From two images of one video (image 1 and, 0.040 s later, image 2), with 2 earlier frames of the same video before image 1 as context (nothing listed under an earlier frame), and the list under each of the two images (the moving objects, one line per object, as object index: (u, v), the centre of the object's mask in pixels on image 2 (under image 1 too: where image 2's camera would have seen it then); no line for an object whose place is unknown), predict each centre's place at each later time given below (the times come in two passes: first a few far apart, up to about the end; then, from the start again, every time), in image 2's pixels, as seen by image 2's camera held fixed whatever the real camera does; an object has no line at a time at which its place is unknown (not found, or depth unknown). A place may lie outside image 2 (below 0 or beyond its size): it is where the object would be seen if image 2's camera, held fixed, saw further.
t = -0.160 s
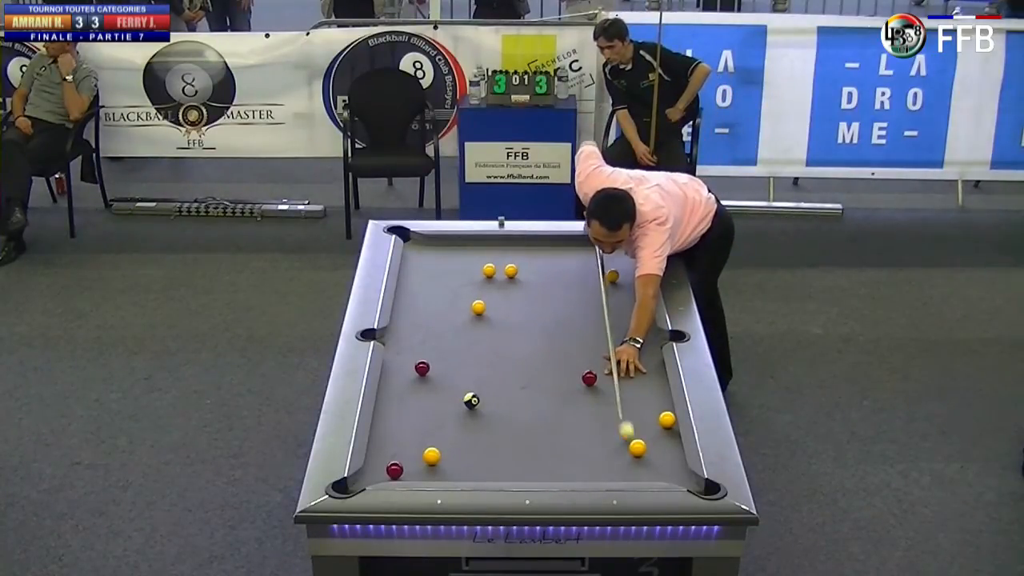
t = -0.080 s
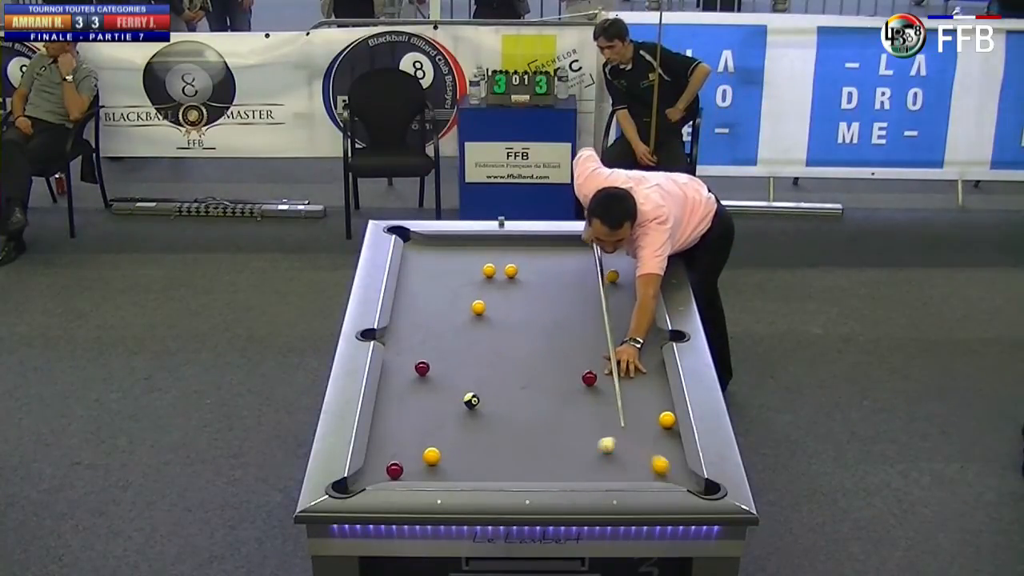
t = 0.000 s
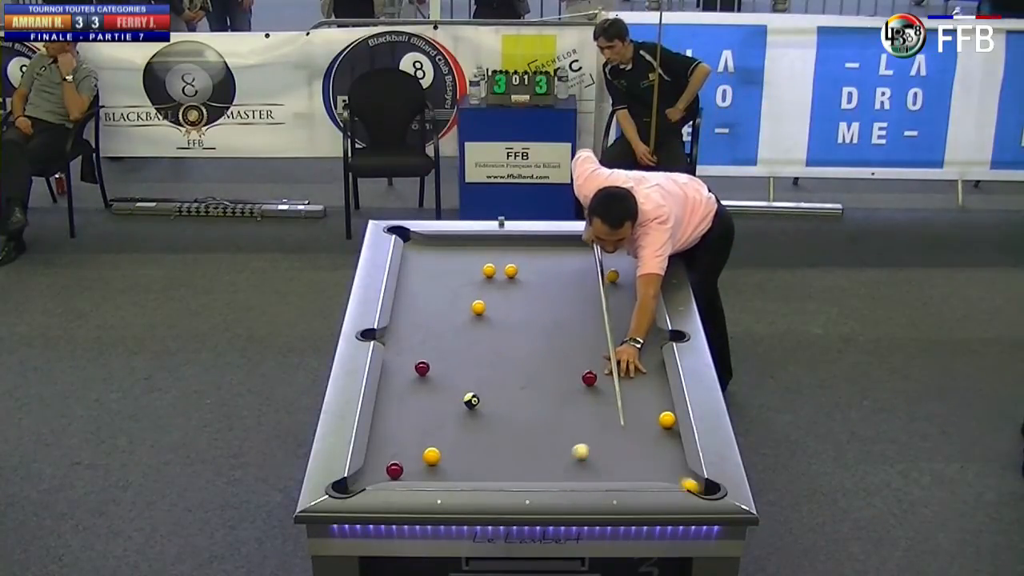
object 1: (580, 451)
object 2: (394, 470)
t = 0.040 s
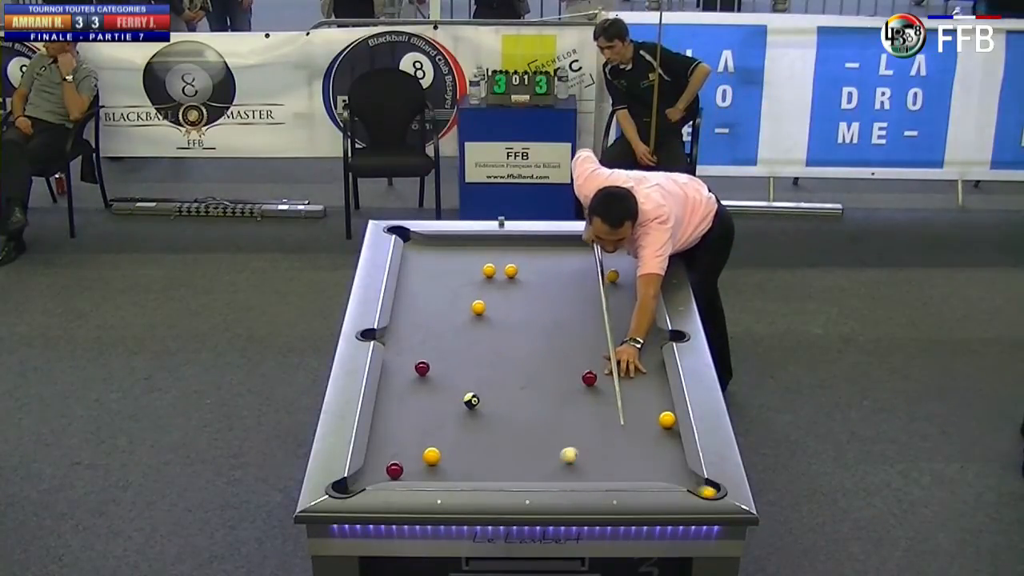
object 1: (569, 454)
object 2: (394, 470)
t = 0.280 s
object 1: (498, 475)
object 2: (394, 470)
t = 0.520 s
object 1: (420, 470)
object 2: (394, 470)
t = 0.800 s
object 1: (399, 450)
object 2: (375, 478)
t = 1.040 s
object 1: (384, 435)
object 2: (379, 475)
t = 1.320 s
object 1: (385, 417)
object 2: (380, 467)
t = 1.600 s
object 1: (396, 401)
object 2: (380, 461)
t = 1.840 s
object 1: (405, 389)
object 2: (381, 456)
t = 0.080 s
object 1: (557, 458)
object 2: (394, 470)
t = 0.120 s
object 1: (545, 462)
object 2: (394, 470)
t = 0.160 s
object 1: (533, 465)
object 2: (394, 470)
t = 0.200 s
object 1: (521, 469)
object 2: (394, 470)
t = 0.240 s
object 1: (509, 472)
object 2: (394, 470)
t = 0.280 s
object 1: (498, 475)
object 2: (394, 470)
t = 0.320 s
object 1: (486, 477)
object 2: (394, 470)
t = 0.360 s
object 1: (472, 477)
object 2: (394, 470)
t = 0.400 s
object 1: (459, 475)
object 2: (394, 470)
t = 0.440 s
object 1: (445, 473)
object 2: (394, 470)
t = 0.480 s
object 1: (433, 472)
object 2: (394, 470)
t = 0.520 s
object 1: (420, 470)
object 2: (394, 470)
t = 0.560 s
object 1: (412, 468)
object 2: (391, 470)
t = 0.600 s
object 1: (411, 465)
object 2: (381, 471)
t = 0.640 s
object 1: (409, 461)
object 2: (373, 472)
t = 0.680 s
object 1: (407, 458)
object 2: (368, 473)
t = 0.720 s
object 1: (404, 456)
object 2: (371, 475)
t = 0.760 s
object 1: (402, 453)
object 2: (374, 476)
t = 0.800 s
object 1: (399, 450)
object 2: (375, 478)
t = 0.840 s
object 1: (396, 447)
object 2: (377, 478)
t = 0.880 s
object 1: (394, 445)
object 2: (378, 478)
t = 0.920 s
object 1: (391, 442)
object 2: (378, 477)
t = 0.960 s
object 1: (389, 440)
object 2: (379, 477)
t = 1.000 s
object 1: (387, 437)
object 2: (379, 476)
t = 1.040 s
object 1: (384, 435)
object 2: (379, 475)
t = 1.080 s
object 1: (382, 432)
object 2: (379, 474)
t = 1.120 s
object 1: (379, 430)
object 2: (379, 473)
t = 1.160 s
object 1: (377, 427)
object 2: (379, 472)
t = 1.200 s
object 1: (380, 425)
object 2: (379, 470)
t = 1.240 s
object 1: (382, 422)
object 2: (380, 470)
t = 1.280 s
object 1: (383, 420)
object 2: (380, 468)
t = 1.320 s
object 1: (385, 417)
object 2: (380, 467)
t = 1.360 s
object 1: (387, 415)
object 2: (380, 466)
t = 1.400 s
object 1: (389, 412)
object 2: (380, 465)
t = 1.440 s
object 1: (390, 410)
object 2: (380, 464)
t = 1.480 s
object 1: (392, 408)
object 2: (380, 463)
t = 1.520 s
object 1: (393, 405)
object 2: (380, 462)
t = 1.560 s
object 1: (395, 403)
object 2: (380, 461)
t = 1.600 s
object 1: (396, 401)
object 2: (380, 461)
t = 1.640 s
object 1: (398, 399)
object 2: (381, 460)
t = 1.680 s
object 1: (400, 397)
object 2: (381, 459)
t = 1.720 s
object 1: (401, 395)
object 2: (381, 458)
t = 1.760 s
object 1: (402, 392)
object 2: (381, 457)
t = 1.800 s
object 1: (404, 391)
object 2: (381, 457)
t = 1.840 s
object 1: (405, 389)
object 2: (381, 456)
